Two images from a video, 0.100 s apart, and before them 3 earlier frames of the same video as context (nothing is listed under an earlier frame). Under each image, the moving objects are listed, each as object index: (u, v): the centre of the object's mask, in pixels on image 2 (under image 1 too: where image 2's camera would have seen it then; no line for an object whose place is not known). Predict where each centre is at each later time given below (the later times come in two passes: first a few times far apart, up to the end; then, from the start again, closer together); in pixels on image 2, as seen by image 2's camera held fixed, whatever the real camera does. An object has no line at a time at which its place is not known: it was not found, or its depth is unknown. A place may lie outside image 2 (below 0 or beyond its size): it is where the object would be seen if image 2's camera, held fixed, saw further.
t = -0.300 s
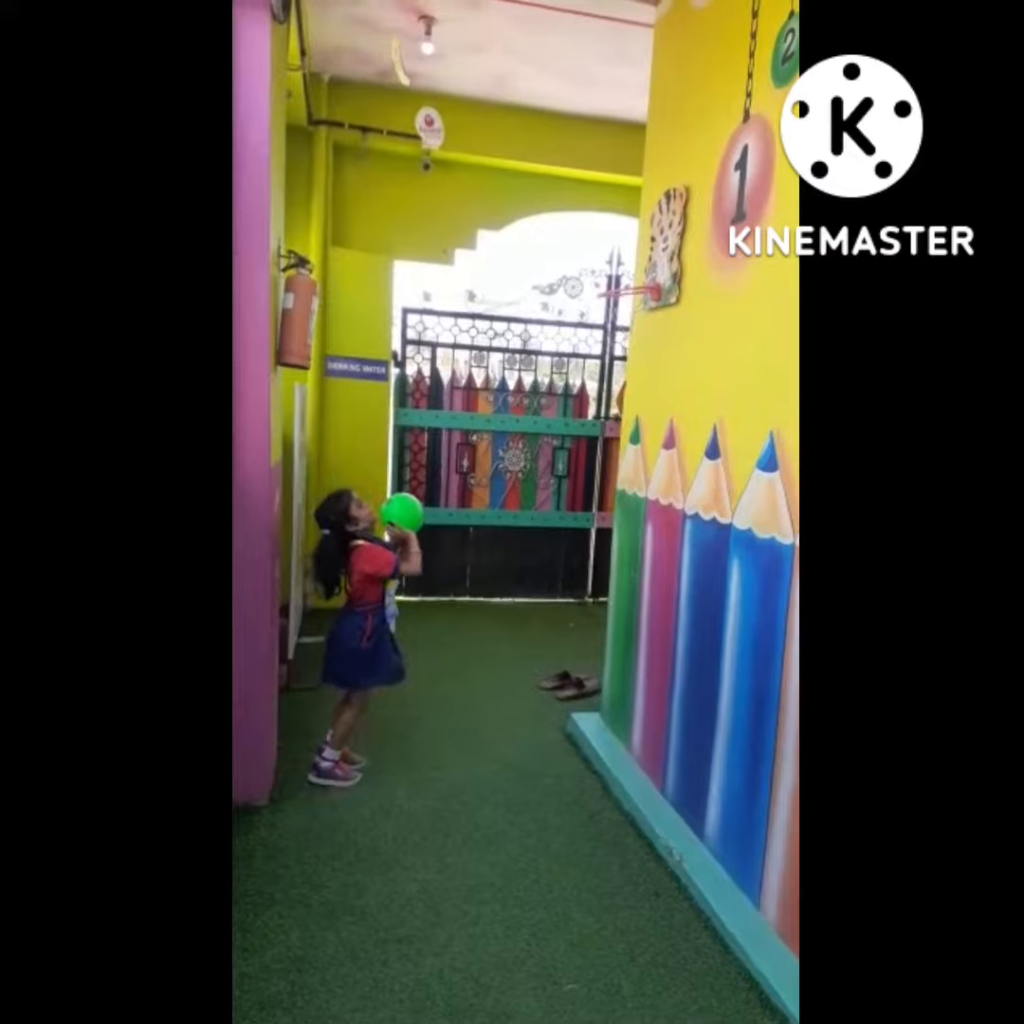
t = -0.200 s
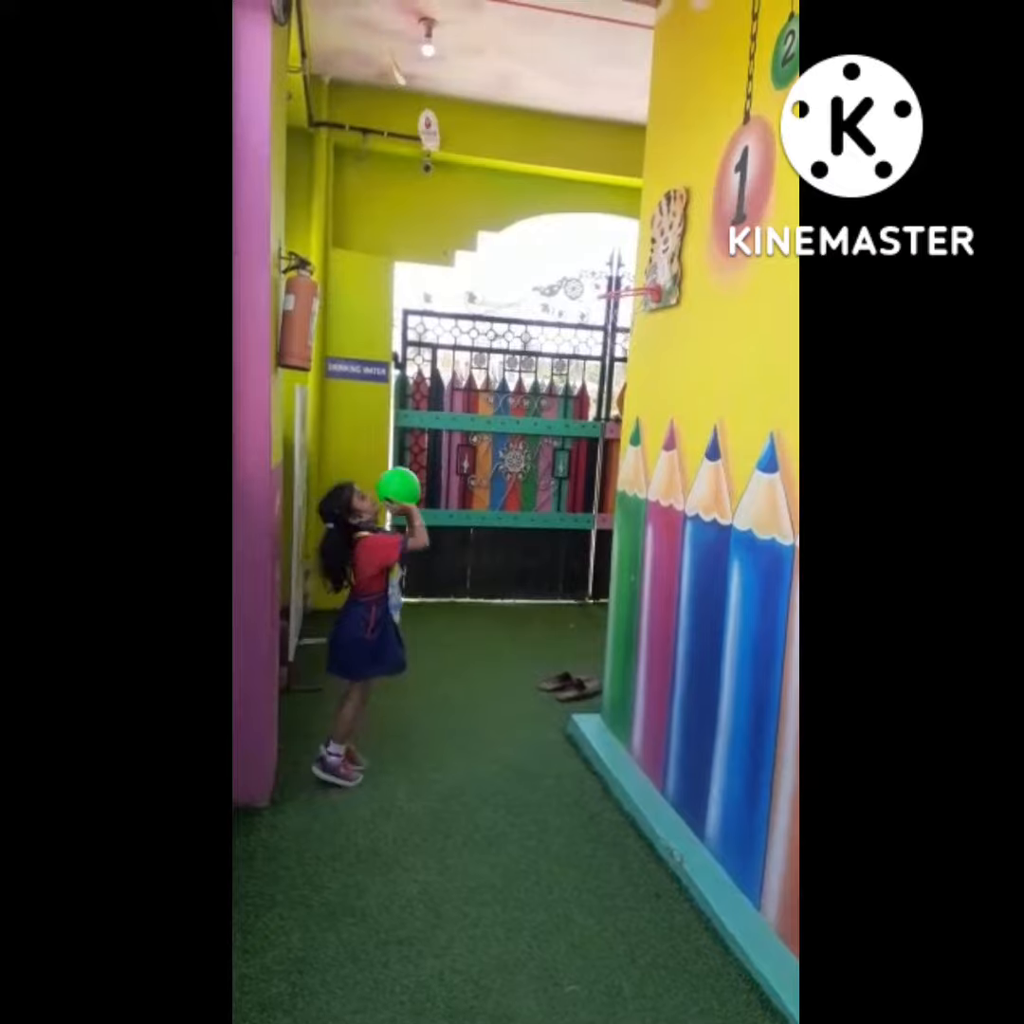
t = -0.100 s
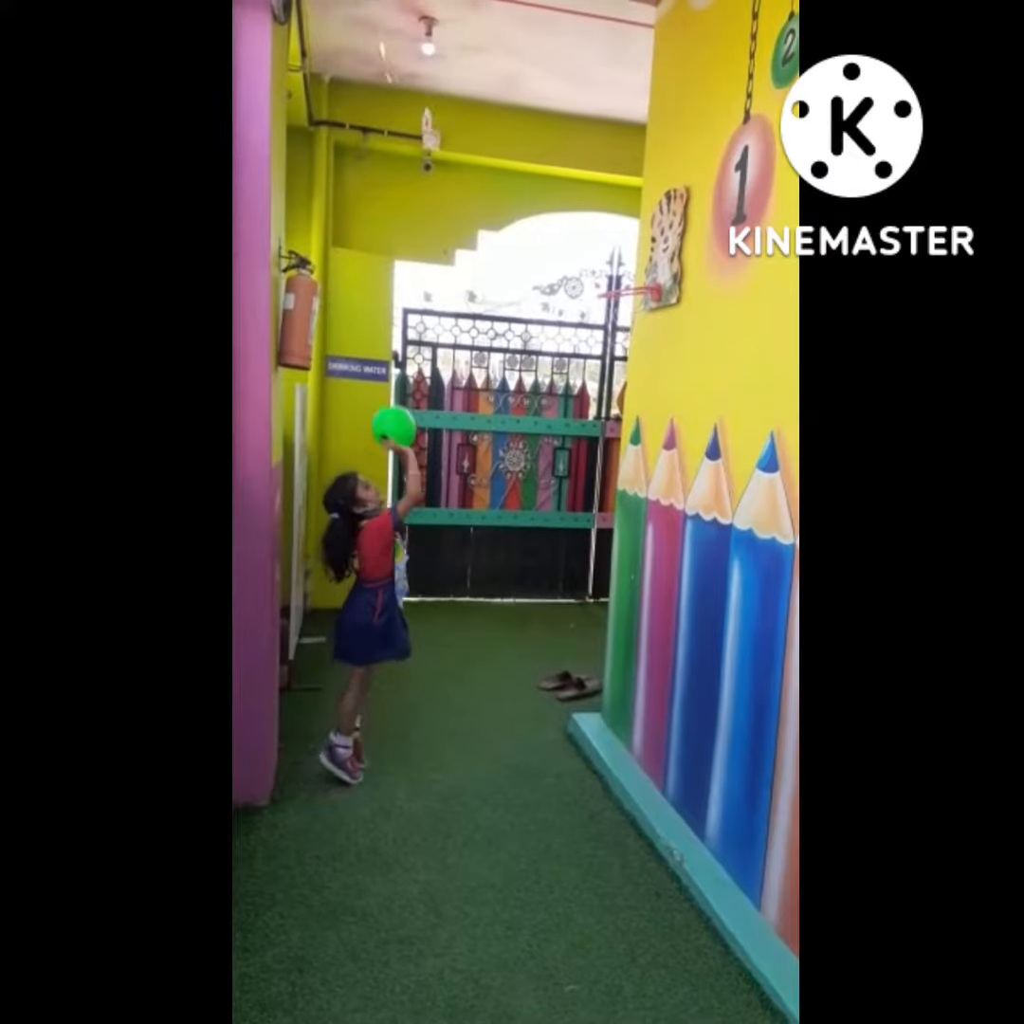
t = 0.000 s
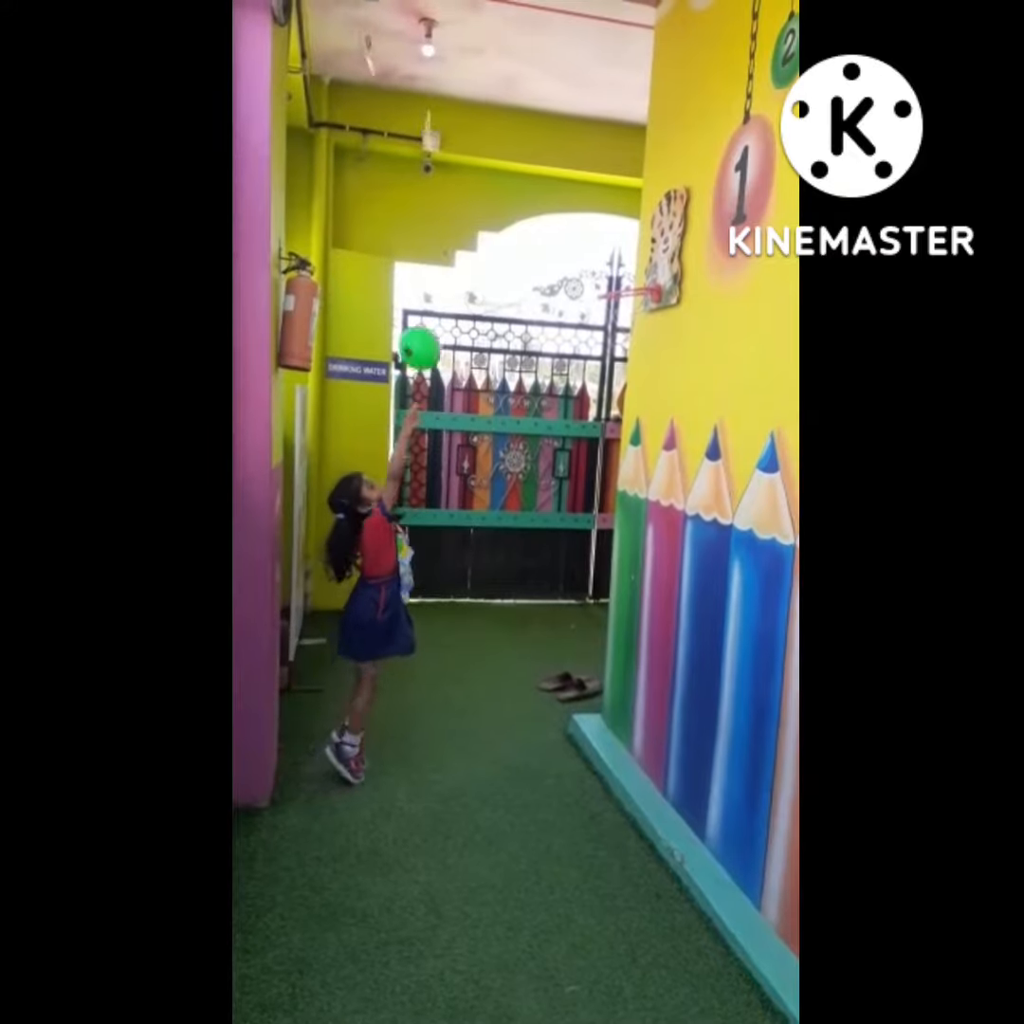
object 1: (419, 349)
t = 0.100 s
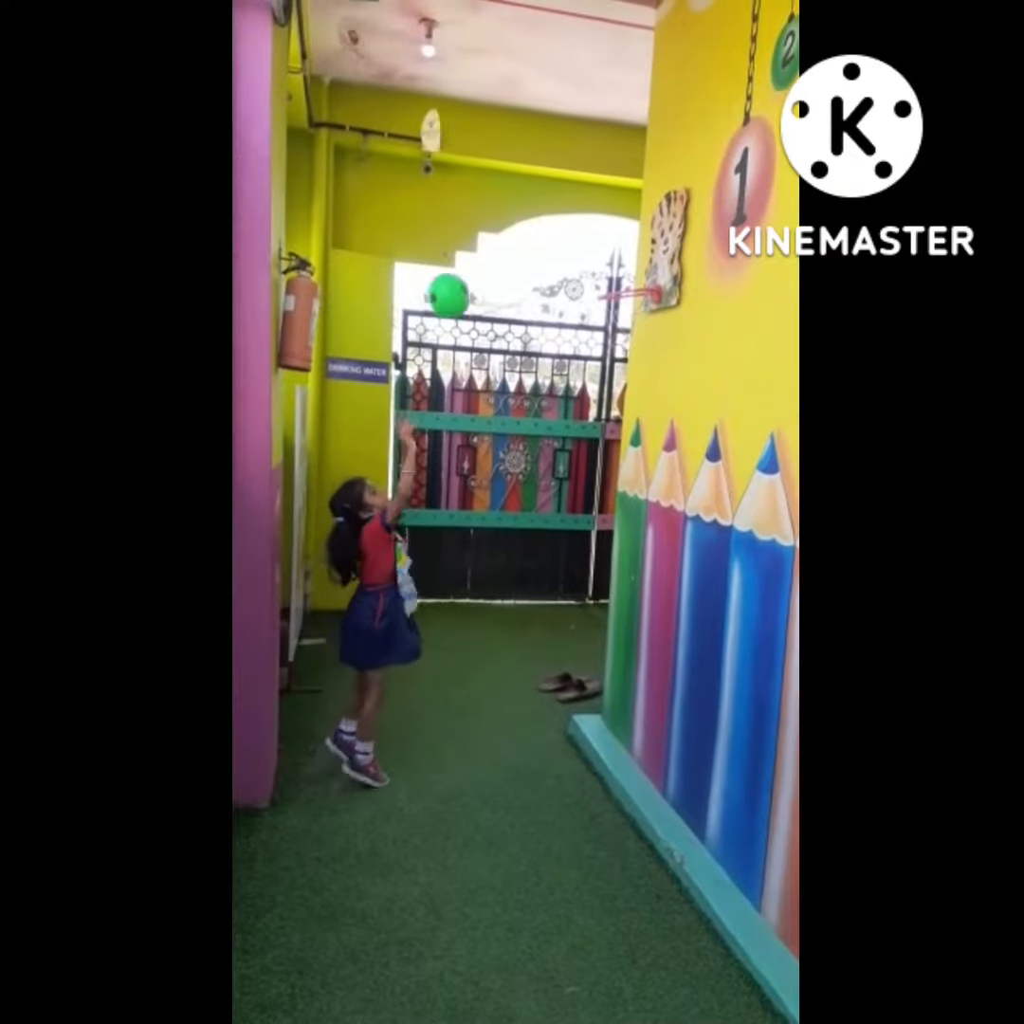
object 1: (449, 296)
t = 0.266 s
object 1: (495, 274)
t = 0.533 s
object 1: (554, 394)
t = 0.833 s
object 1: (591, 701)
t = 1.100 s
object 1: (594, 533)
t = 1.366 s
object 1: (580, 513)
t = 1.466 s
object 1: (568, 550)
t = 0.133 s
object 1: (458, 285)
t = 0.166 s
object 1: (468, 278)
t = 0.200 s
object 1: (477, 274)
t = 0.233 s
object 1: (486, 273)
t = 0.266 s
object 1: (495, 274)
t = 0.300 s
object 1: (504, 279)
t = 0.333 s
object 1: (512, 287)
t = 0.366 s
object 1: (521, 298)
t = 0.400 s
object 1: (529, 311)
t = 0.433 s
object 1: (536, 328)
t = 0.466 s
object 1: (542, 347)
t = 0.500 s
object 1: (548, 370)
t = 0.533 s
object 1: (554, 394)
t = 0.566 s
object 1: (560, 418)
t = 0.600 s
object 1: (564, 447)
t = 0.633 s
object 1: (569, 478)
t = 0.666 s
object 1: (573, 511)
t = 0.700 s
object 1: (577, 546)
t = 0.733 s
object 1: (581, 582)
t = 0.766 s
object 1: (586, 619)
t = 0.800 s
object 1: (588, 659)
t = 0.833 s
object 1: (591, 701)
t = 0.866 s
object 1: (594, 692)
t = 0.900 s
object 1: (594, 661)
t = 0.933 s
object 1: (595, 632)
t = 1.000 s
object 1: (595, 584)
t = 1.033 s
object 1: (594, 564)
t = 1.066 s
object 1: (594, 547)
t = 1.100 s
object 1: (594, 533)
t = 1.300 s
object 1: (585, 502)
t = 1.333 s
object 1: (582, 505)
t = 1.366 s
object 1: (580, 513)
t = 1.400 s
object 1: (576, 523)
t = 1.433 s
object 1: (572, 535)
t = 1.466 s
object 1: (568, 550)
